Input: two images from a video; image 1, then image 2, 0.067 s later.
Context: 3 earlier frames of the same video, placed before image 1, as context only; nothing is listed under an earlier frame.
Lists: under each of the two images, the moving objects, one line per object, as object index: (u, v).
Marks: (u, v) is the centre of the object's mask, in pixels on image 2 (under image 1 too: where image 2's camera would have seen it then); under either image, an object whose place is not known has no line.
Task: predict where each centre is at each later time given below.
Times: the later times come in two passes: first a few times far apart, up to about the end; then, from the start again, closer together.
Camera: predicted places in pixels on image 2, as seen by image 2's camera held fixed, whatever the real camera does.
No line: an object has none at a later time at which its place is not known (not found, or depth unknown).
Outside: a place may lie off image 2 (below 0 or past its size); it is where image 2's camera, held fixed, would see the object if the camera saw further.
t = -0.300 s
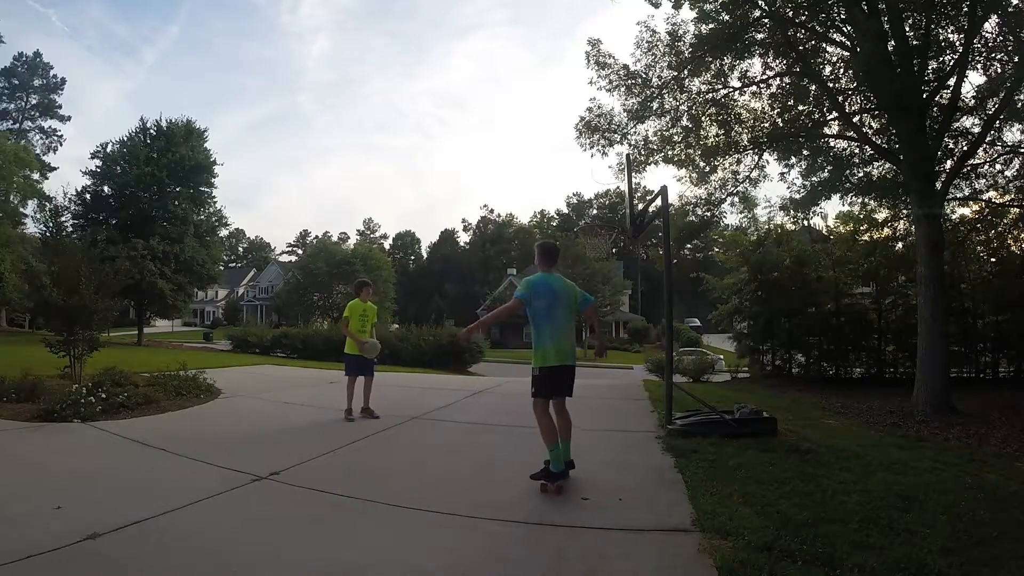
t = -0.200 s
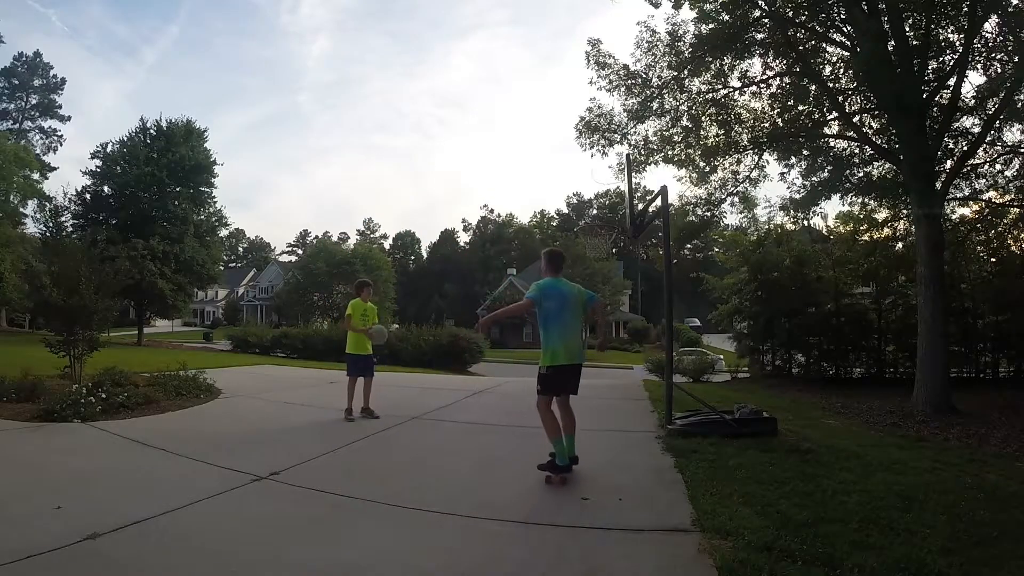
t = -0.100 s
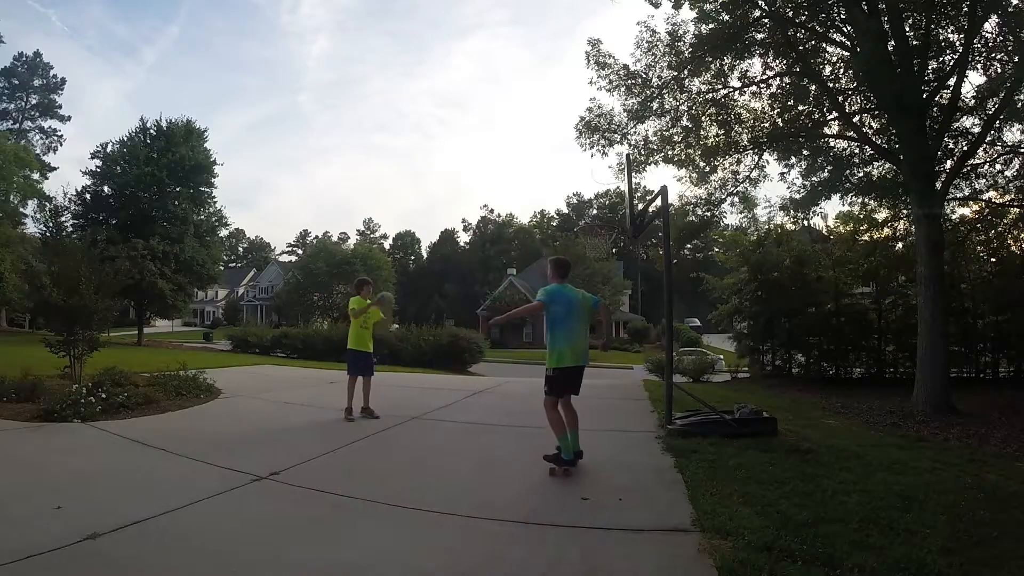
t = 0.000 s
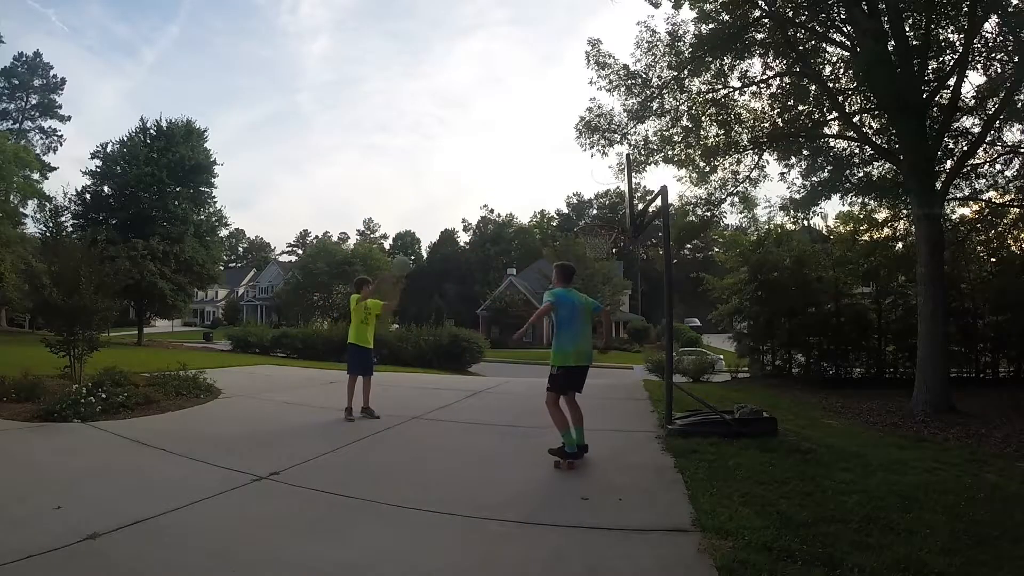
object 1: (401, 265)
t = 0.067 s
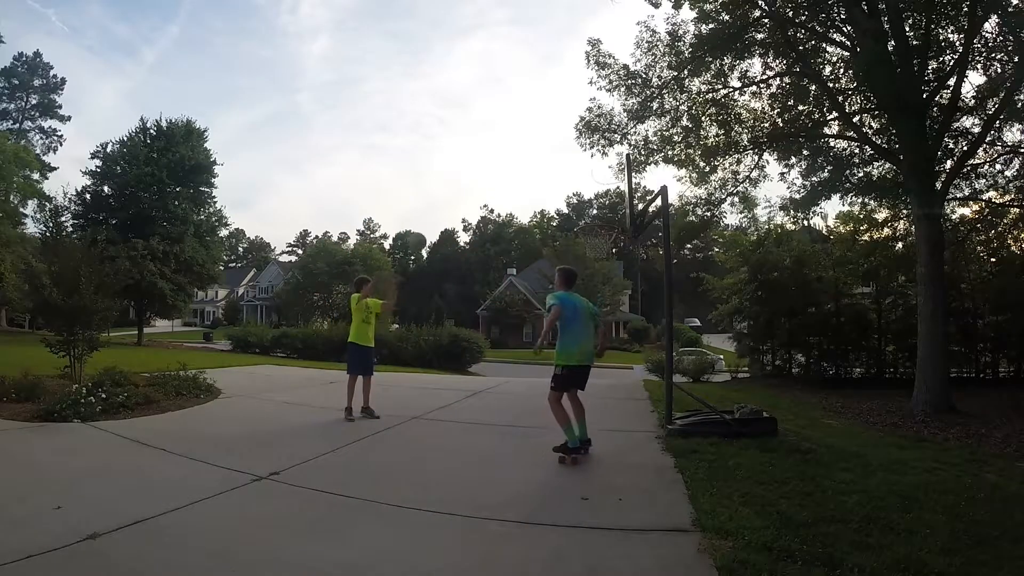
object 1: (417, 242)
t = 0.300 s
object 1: (474, 186)
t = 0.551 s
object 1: (536, 176)
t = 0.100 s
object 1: (425, 231)
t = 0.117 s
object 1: (429, 226)
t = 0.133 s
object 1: (433, 221)
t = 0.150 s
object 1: (437, 217)
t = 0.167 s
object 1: (441, 212)
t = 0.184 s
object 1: (445, 208)
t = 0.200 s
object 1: (449, 204)
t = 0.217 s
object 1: (453, 201)
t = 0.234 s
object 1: (457, 197)
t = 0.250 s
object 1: (461, 194)
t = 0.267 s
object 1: (466, 191)
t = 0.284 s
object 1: (470, 188)
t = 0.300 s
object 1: (474, 186)
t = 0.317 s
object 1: (478, 184)
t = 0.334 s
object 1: (482, 182)
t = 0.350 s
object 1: (486, 180)
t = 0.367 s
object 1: (490, 178)
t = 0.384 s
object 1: (494, 177)
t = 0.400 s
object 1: (498, 176)
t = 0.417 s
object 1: (503, 175)
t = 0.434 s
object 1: (507, 174)
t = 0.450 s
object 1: (511, 174)
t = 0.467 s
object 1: (515, 173)
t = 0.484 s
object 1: (519, 173)
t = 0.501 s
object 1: (523, 174)
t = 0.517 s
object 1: (527, 174)
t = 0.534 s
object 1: (532, 175)
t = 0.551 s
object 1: (536, 176)
